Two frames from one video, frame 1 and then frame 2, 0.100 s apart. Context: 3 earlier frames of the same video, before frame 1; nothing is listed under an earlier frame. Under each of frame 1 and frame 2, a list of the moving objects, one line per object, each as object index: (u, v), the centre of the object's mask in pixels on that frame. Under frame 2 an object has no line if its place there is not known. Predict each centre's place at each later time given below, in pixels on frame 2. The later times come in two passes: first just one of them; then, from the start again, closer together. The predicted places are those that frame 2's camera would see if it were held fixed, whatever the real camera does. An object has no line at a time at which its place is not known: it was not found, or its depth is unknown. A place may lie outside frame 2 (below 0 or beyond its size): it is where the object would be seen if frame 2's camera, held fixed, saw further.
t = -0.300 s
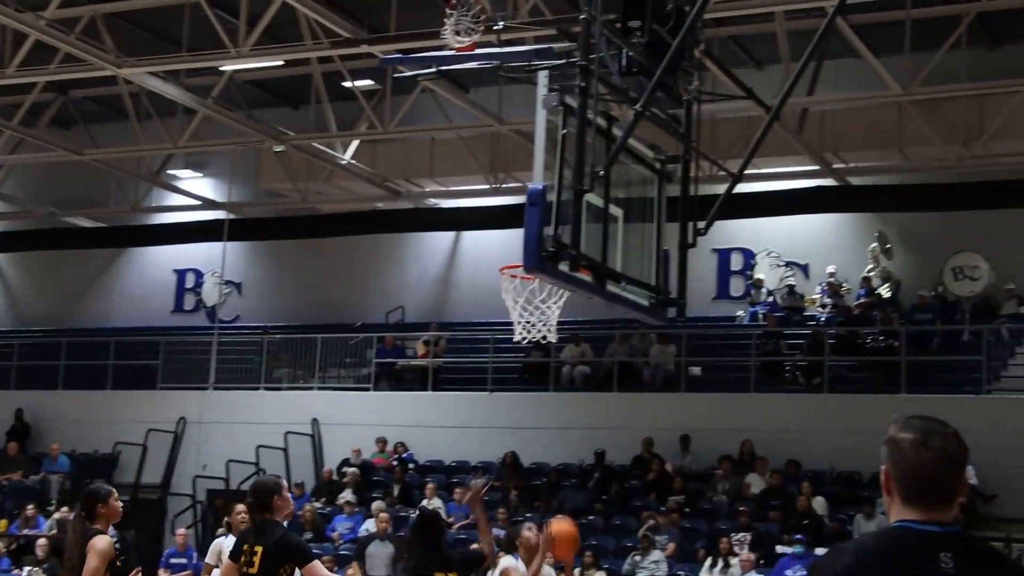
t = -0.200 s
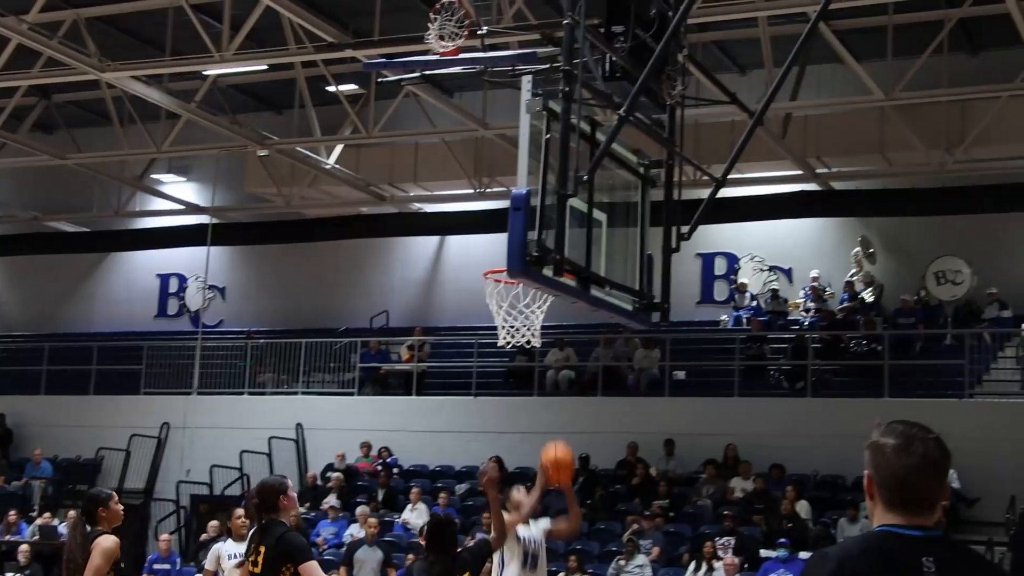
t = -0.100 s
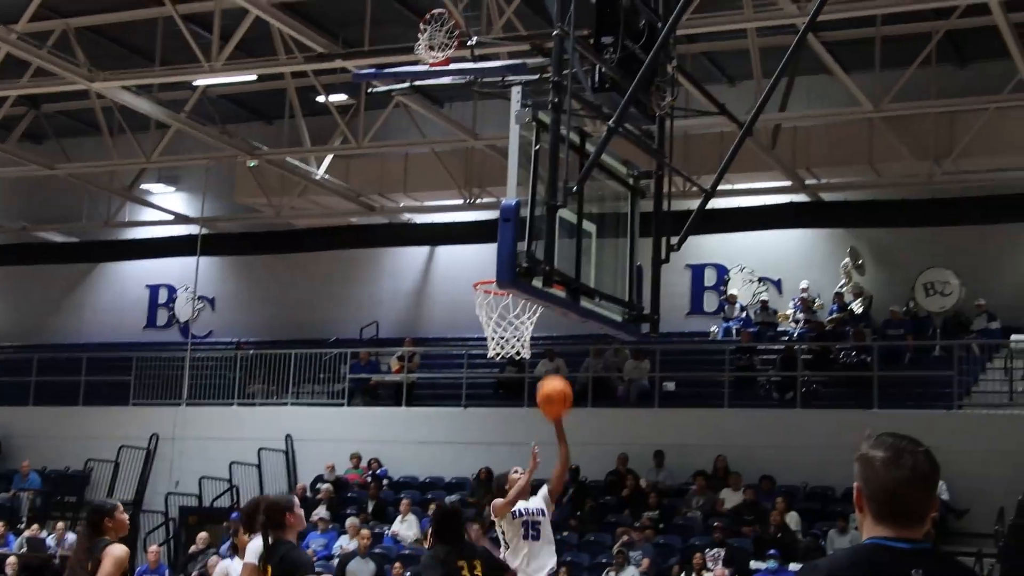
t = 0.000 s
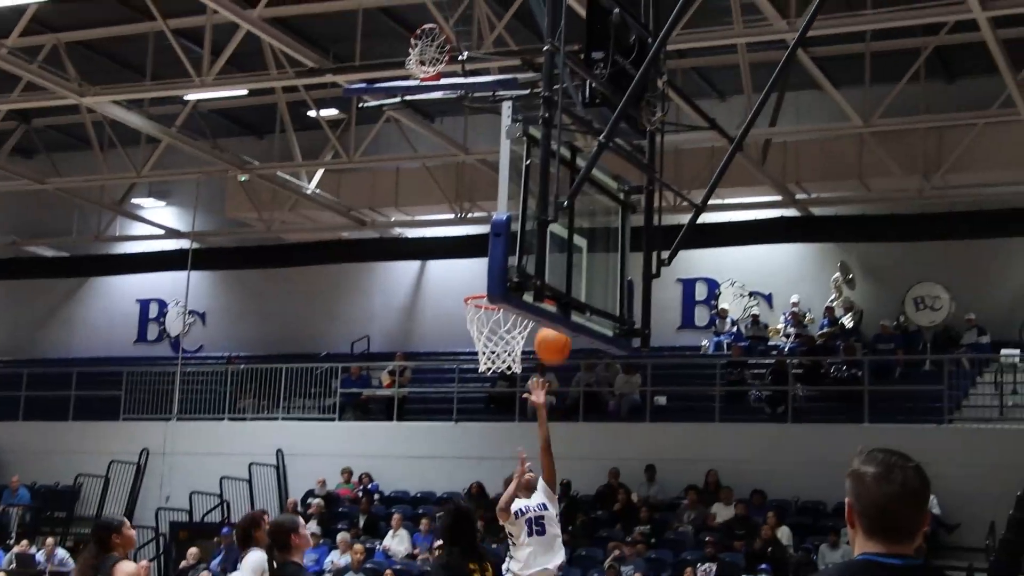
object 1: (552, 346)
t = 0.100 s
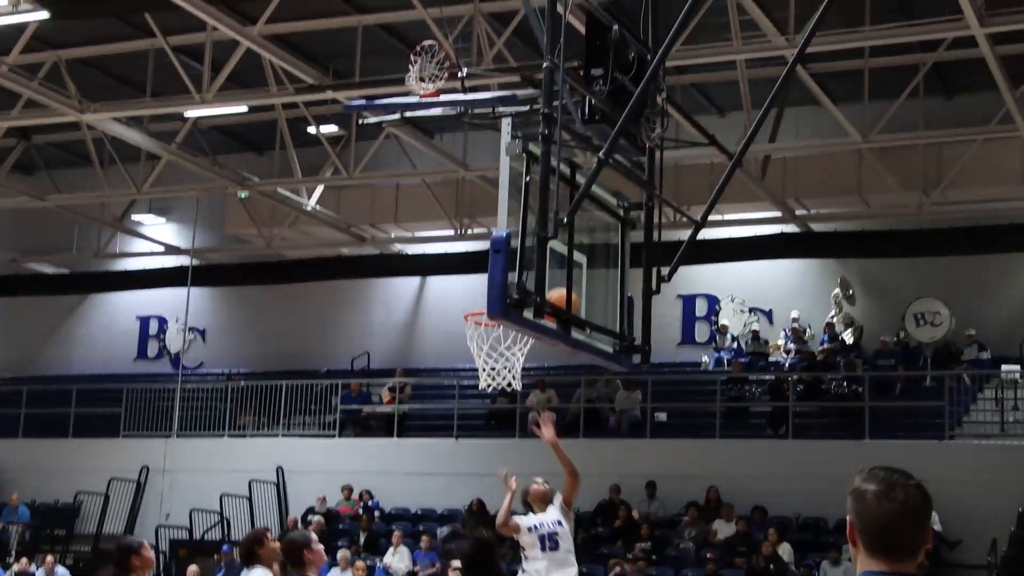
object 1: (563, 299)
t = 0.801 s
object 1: (479, 417)
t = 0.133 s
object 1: (563, 291)
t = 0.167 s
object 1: (563, 277)
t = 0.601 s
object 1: (500, 330)
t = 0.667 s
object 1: (493, 353)
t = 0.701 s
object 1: (488, 370)
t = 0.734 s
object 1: (486, 385)
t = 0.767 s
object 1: (483, 400)
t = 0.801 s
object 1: (479, 417)
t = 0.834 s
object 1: (476, 436)
